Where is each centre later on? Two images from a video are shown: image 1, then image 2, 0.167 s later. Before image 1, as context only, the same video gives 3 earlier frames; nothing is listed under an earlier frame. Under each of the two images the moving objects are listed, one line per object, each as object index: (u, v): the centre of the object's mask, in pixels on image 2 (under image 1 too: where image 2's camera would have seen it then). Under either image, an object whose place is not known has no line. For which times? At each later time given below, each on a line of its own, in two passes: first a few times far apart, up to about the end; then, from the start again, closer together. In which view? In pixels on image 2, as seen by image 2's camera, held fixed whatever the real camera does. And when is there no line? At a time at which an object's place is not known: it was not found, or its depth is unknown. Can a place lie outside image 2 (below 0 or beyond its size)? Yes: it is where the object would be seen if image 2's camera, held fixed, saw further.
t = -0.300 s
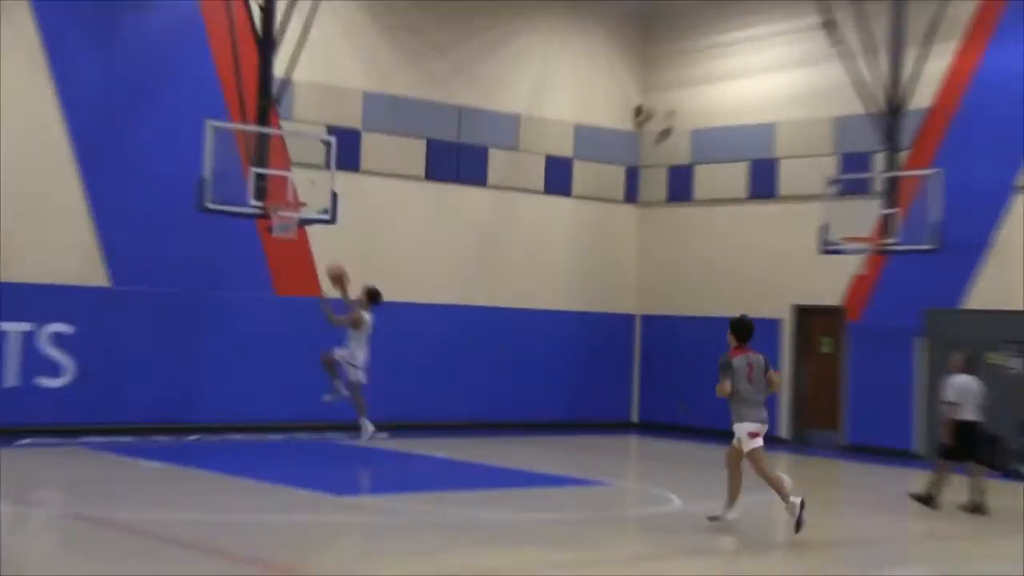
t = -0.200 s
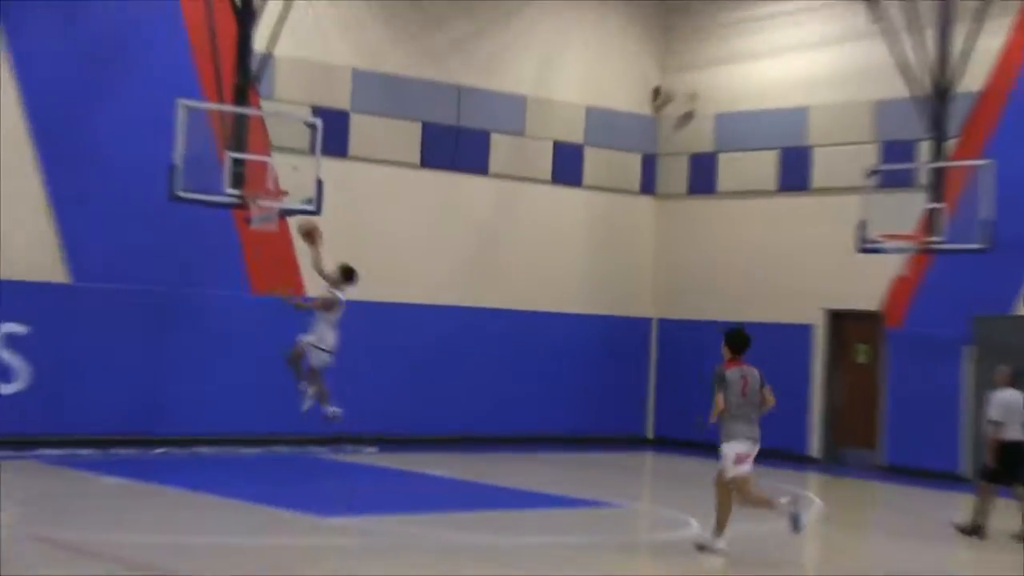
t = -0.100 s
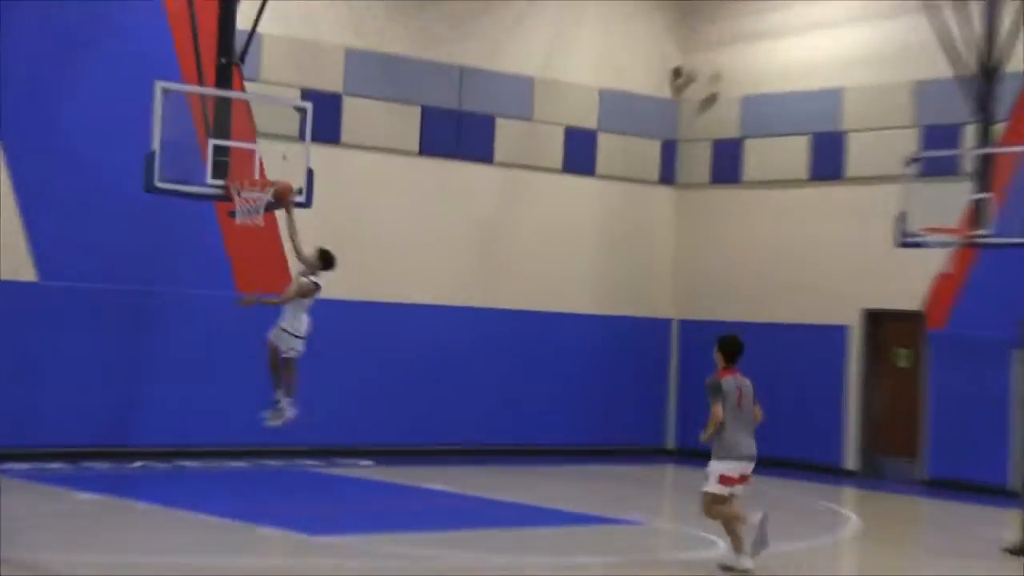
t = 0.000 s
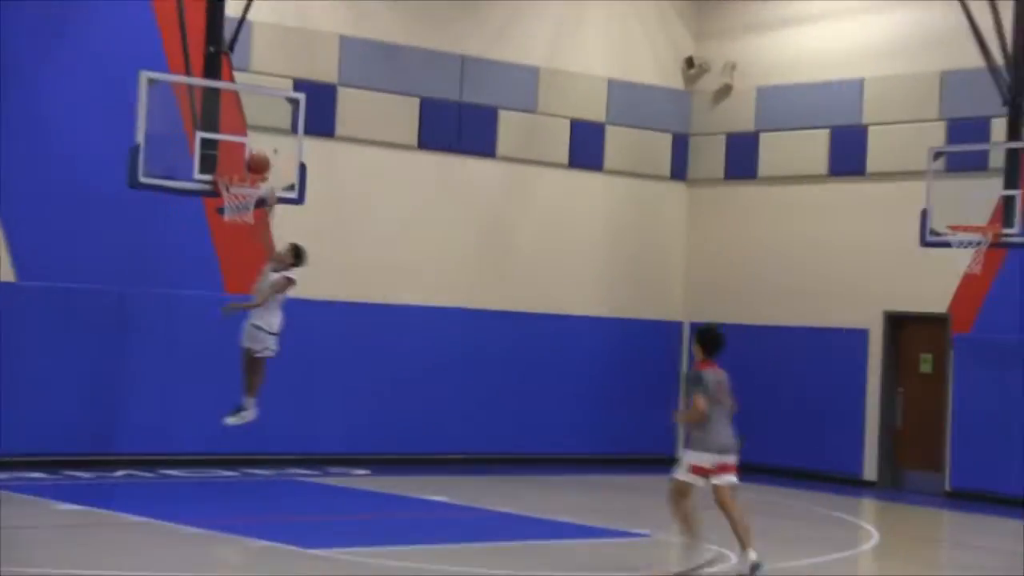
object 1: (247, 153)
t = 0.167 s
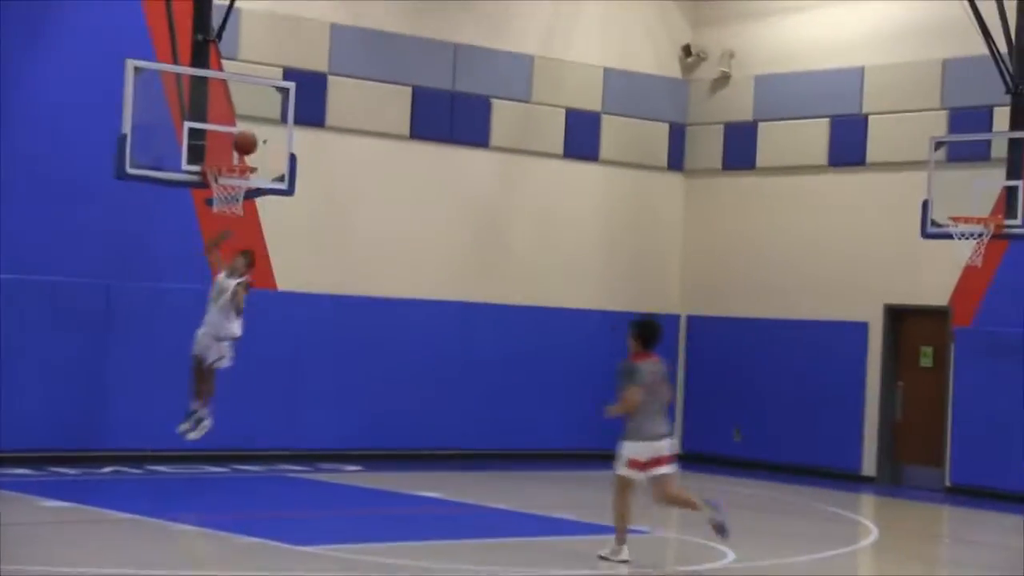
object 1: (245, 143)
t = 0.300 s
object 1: (243, 152)
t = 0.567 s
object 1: (213, 185)
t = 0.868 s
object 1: (222, 243)
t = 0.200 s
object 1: (245, 143)
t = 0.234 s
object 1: (244, 145)
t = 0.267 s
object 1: (243, 148)
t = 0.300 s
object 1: (243, 152)
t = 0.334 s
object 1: (242, 156)
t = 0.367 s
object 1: (240, 159)
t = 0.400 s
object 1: (235, 162)
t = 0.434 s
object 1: (227, 172)
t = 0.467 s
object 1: (225, 175)
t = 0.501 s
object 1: (221, 176)
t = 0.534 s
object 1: (214, 179)
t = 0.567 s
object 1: (213, 185)
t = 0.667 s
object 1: (214, 205)
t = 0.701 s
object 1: (216, 209)
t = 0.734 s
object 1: (217, 213)
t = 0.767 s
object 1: (219, 217)
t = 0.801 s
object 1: (220, 223)
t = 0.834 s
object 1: (222, 230)
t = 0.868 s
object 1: (222, 243)
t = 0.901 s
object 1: (223, 253)
